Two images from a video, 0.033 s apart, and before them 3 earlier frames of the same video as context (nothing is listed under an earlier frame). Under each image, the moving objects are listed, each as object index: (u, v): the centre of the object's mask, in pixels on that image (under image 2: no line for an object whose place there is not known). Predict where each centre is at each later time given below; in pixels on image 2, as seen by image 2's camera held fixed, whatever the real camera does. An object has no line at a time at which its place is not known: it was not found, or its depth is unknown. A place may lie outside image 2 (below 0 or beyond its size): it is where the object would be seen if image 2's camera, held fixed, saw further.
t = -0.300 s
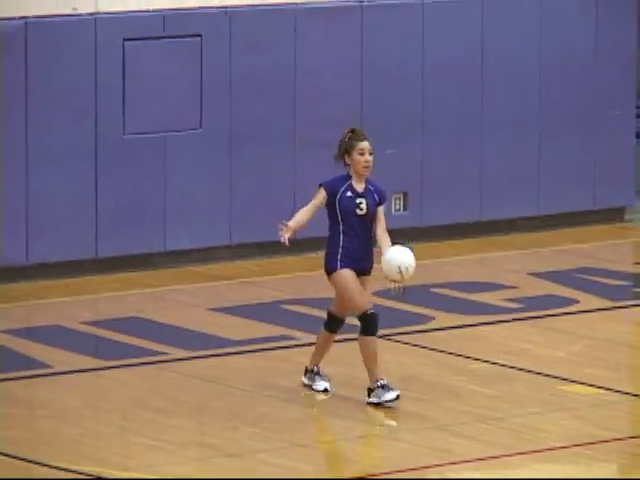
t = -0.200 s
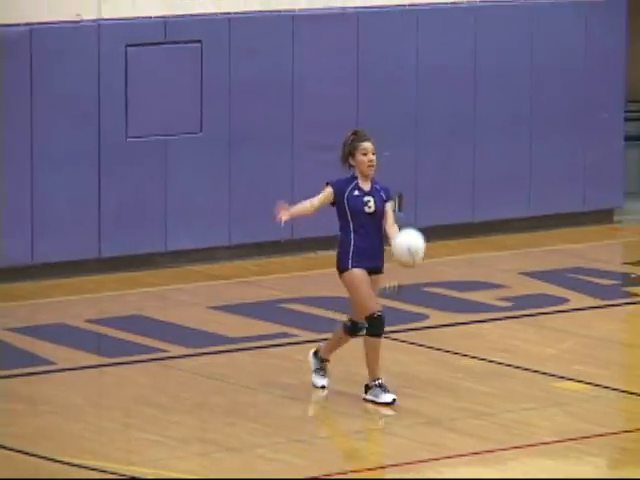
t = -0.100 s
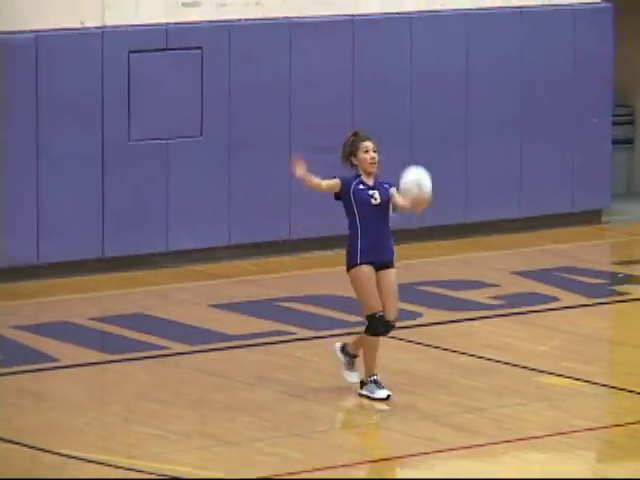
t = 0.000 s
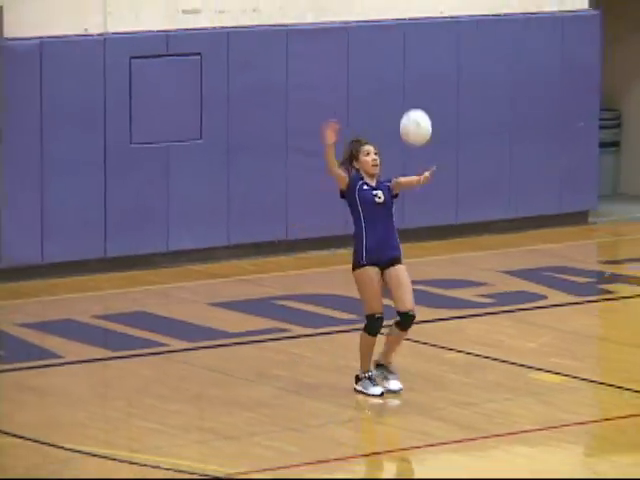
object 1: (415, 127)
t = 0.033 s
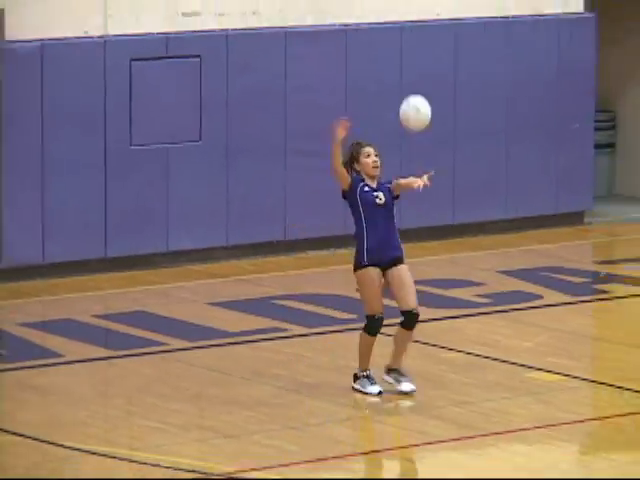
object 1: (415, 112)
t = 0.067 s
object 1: (418, 97)
